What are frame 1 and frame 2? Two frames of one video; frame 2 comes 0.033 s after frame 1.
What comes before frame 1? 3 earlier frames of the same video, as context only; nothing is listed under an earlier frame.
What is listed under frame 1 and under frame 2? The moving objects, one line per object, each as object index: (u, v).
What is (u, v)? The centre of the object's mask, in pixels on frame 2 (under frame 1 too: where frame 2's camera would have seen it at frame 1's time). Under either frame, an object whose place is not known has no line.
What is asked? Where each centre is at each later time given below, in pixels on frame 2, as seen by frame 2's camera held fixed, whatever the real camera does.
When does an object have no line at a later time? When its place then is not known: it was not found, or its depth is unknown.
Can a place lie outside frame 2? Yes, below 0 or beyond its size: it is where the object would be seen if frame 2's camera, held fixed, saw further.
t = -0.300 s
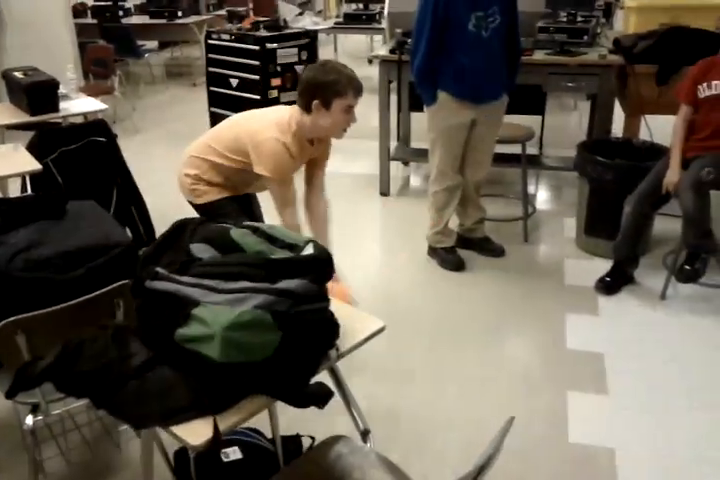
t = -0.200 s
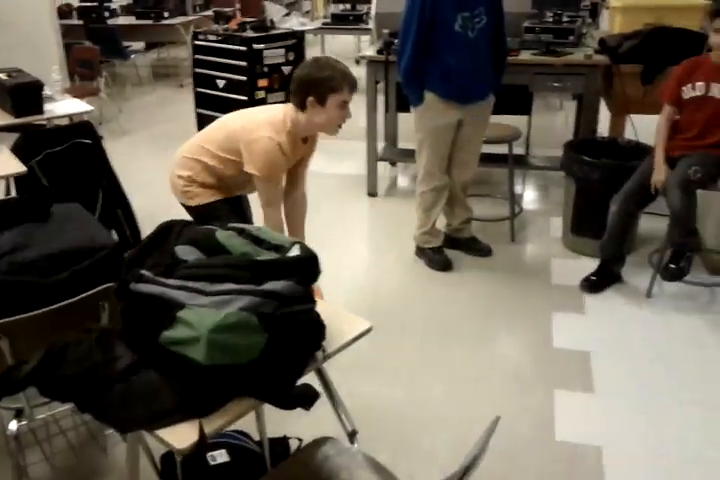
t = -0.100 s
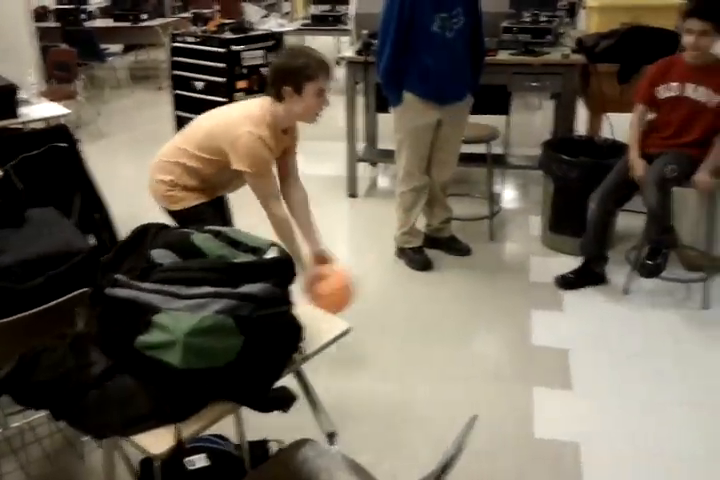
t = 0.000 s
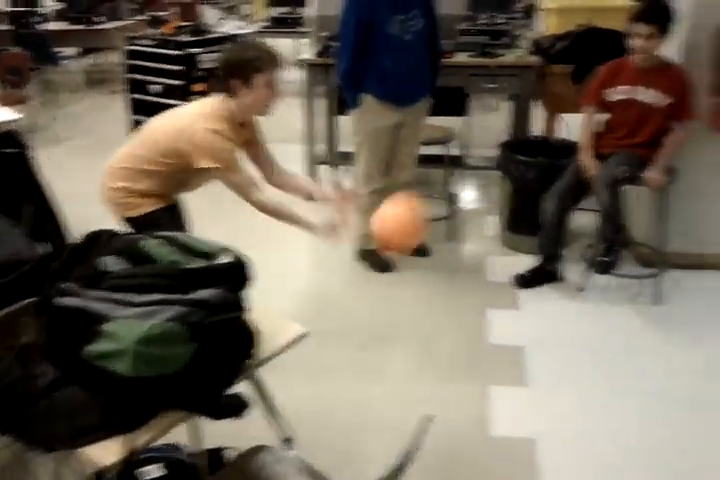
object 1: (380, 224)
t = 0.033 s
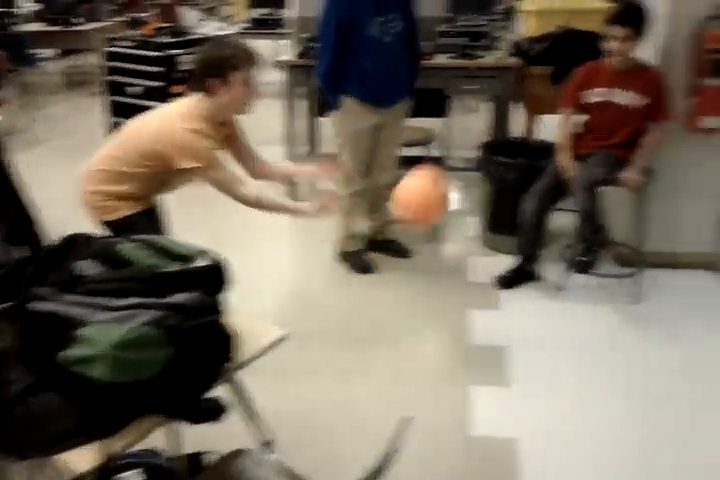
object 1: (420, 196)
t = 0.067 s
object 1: (467, 169)
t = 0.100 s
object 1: (510, 146)
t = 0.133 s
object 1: (557, 123)
